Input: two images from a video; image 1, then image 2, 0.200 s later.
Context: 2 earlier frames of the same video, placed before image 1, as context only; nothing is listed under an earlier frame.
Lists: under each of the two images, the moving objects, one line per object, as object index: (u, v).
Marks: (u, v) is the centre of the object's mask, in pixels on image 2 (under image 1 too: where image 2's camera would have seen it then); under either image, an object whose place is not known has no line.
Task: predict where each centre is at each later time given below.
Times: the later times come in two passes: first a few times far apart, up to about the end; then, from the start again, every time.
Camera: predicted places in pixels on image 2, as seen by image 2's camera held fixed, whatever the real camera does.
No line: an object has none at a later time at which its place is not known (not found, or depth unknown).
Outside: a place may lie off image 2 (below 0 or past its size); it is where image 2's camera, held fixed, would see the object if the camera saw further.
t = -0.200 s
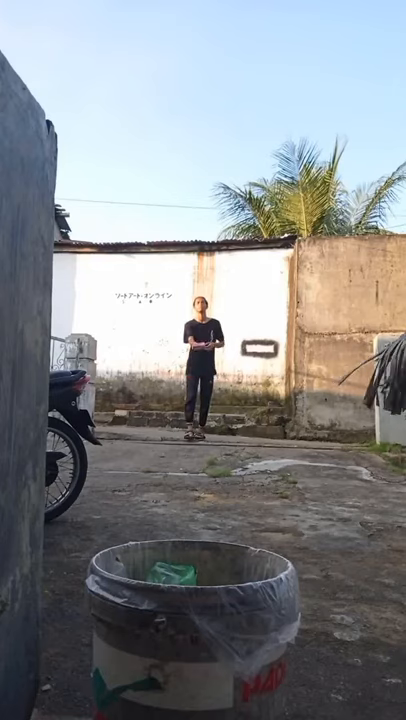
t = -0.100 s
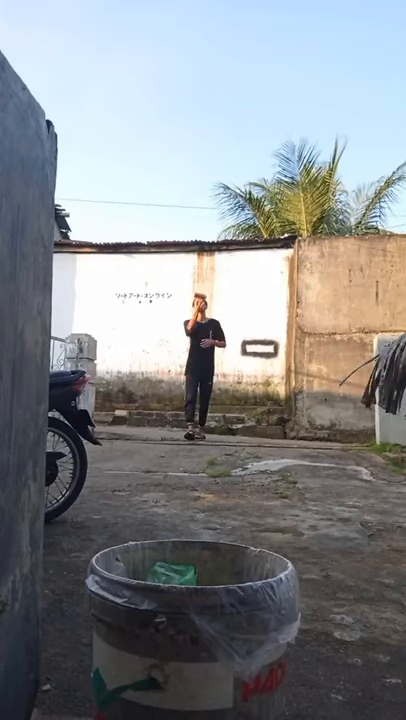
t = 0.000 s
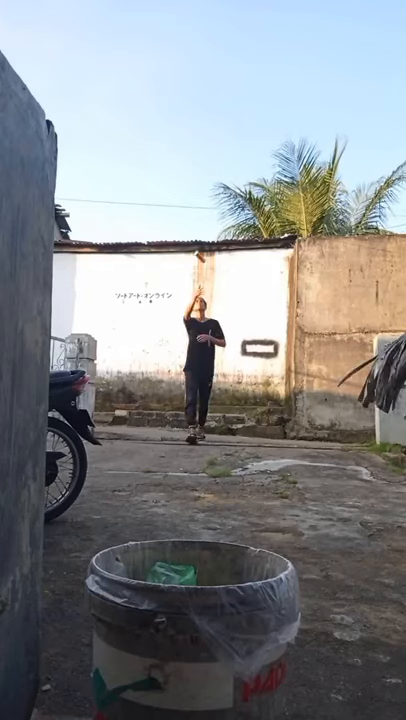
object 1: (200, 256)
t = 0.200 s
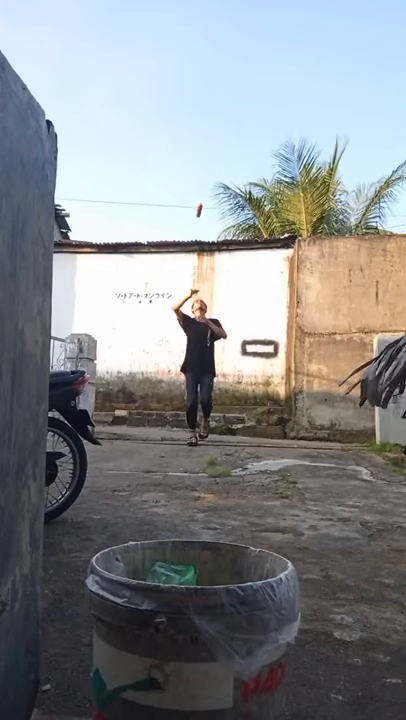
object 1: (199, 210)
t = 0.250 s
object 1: (199, 206)
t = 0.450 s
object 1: (196, 197)
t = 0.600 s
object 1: (191, 216)
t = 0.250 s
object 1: (199, 206)
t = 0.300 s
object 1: (198, 199)
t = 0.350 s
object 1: (197, 198)
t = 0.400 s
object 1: (196, 197)
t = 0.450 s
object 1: (196, 197)
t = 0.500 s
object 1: (194, 202)
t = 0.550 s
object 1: (193, 206)
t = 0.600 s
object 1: (191, 216)
